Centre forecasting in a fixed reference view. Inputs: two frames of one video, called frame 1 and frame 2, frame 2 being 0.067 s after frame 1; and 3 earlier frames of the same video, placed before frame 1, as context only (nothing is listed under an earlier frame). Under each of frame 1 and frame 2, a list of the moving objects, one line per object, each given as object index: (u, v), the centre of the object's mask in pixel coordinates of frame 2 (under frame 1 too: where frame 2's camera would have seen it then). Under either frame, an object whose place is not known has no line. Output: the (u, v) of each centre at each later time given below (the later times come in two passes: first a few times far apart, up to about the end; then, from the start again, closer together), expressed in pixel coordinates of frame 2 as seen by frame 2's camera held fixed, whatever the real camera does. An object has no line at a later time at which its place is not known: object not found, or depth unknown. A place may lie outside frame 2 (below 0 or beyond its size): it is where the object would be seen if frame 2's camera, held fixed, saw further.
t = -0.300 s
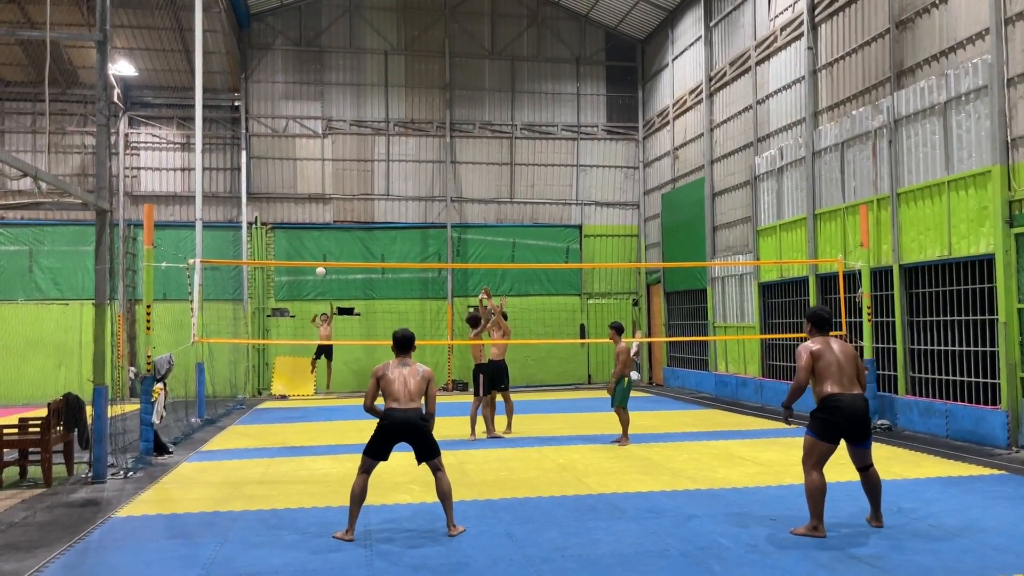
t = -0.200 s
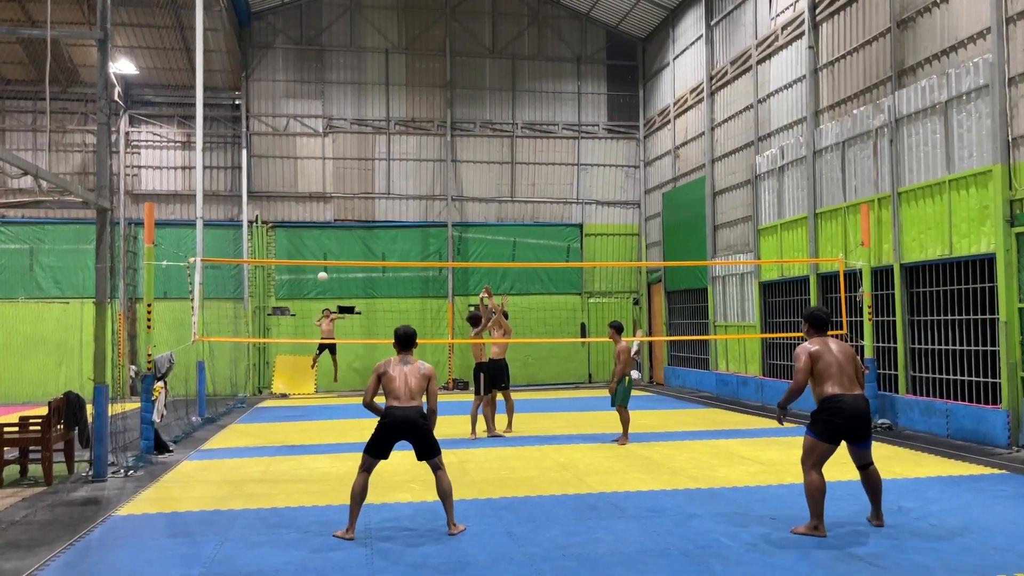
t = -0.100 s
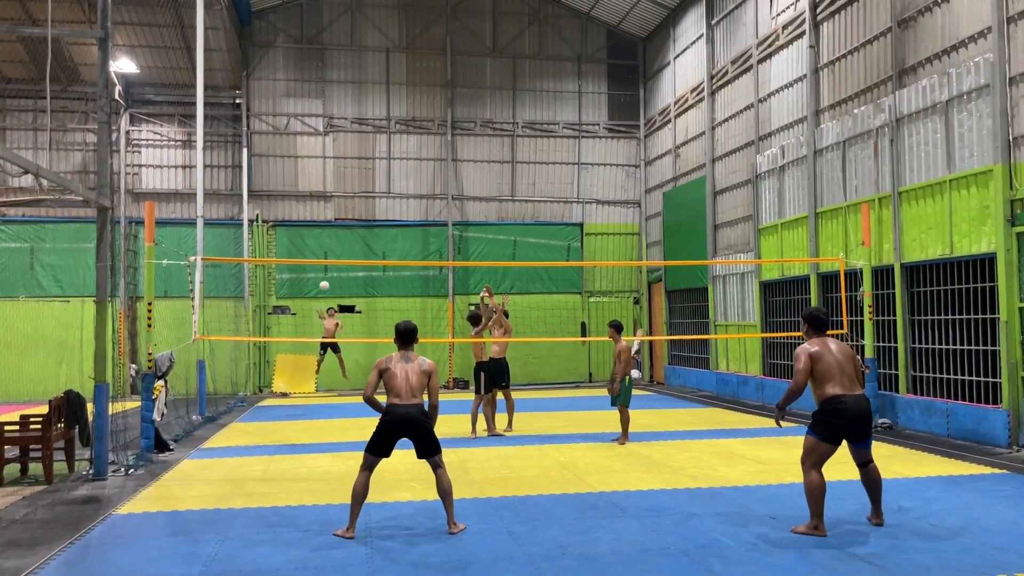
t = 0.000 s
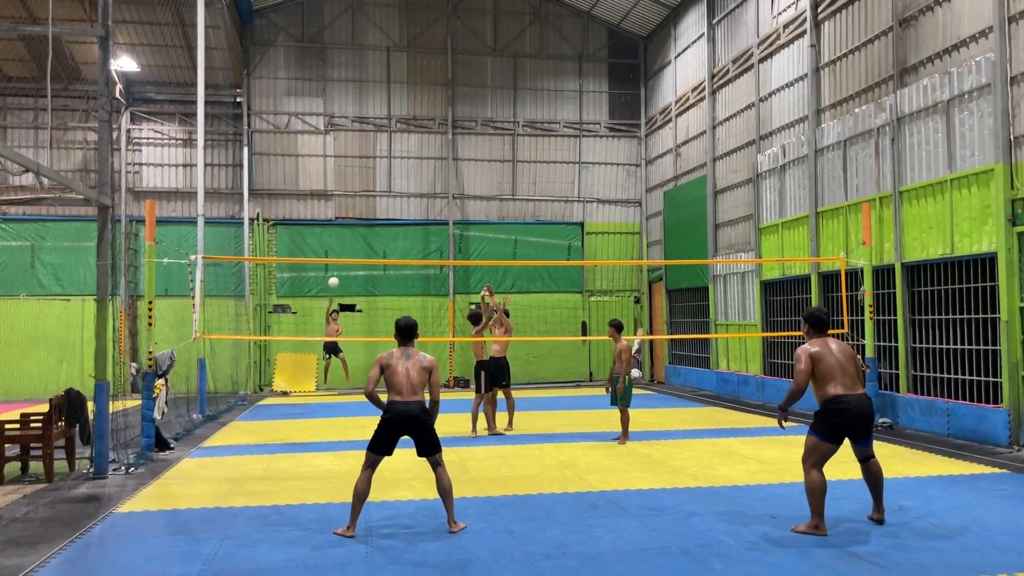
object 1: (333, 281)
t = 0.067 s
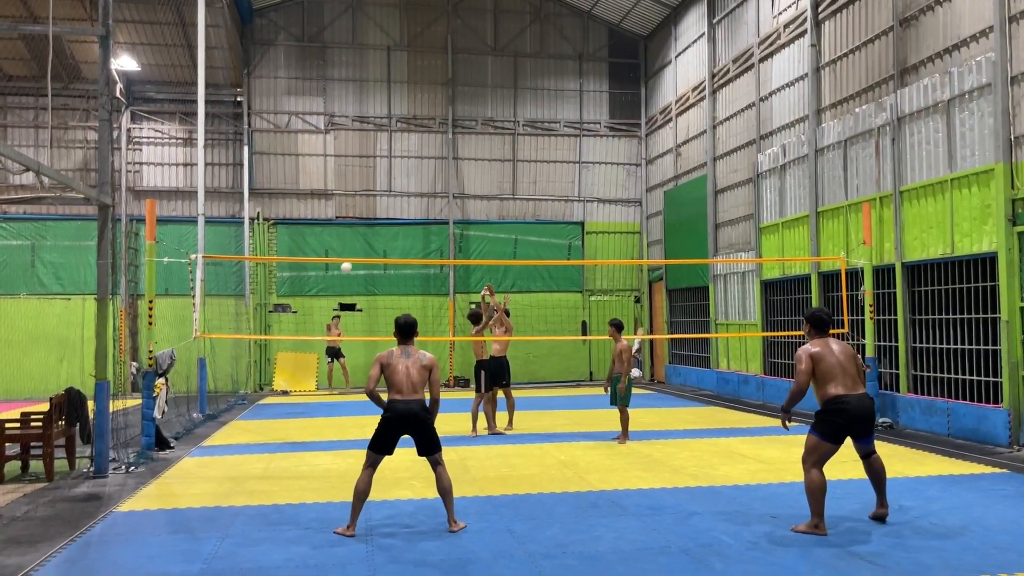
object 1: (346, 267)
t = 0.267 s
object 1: (394, 229)
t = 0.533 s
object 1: (488, 199)
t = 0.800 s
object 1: (638, 221)
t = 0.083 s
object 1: (349, 265)
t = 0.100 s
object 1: (353, 257)
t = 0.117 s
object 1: (357, 255)
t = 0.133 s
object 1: (360, 253)
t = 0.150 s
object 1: (364, 250)
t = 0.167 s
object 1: (368, 247)
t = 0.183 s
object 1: (372, 244)
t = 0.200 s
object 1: (376, 240)
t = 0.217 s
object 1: (380, 237)
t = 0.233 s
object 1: (385, 234)
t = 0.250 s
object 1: (389, 231)
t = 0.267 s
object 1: (394, 229)
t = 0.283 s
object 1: (399, 226)
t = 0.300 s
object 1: (404, 223)
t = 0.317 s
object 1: (409, 221)
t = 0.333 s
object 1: (414, 218)
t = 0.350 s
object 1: (420, 216)
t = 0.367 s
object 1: (425, 214)
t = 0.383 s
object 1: (431, 211)
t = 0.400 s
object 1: (437, 210)
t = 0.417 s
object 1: (443, 208)
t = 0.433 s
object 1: (448, 206)
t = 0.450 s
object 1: (455, 205)
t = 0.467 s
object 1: (461, 203)
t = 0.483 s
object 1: (467, 202)
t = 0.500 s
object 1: (474, 201)
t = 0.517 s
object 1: (481, 200)
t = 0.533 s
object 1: (488, 199)
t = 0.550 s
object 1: (496, 199)
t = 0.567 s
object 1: (504, 199)
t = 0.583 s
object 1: (511, 200)
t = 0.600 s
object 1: (519, 200)
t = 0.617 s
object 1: (528, 200)
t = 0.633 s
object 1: (536, 201)
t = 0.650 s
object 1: (545, 201)
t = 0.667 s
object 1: (554, 203)
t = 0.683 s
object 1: (564, 205)
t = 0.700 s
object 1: (573, 207)
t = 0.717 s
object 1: (583, 208)
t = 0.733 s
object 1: (593, 210)
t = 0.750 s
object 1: (604, 212)
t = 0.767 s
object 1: (614, 214)
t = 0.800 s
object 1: (638, 221)
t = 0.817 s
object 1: (650, 224)
